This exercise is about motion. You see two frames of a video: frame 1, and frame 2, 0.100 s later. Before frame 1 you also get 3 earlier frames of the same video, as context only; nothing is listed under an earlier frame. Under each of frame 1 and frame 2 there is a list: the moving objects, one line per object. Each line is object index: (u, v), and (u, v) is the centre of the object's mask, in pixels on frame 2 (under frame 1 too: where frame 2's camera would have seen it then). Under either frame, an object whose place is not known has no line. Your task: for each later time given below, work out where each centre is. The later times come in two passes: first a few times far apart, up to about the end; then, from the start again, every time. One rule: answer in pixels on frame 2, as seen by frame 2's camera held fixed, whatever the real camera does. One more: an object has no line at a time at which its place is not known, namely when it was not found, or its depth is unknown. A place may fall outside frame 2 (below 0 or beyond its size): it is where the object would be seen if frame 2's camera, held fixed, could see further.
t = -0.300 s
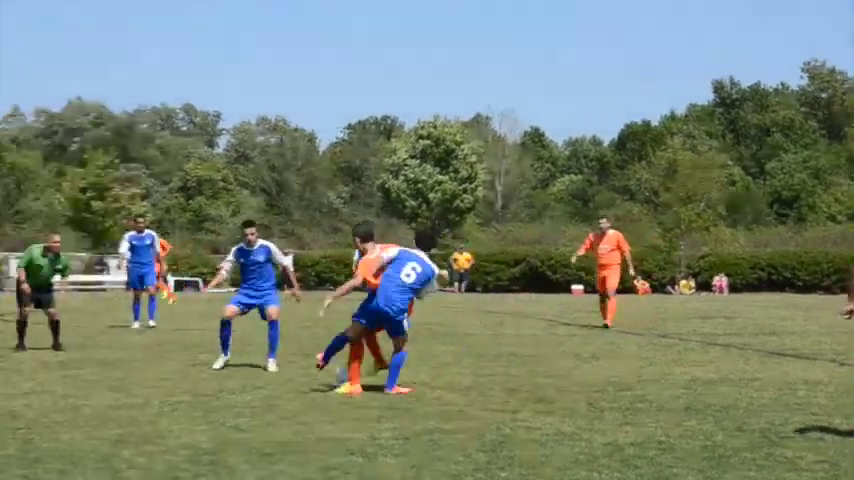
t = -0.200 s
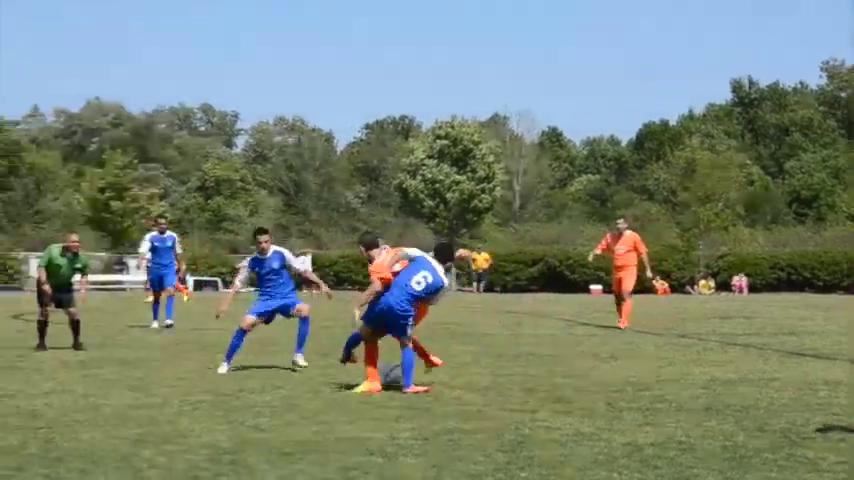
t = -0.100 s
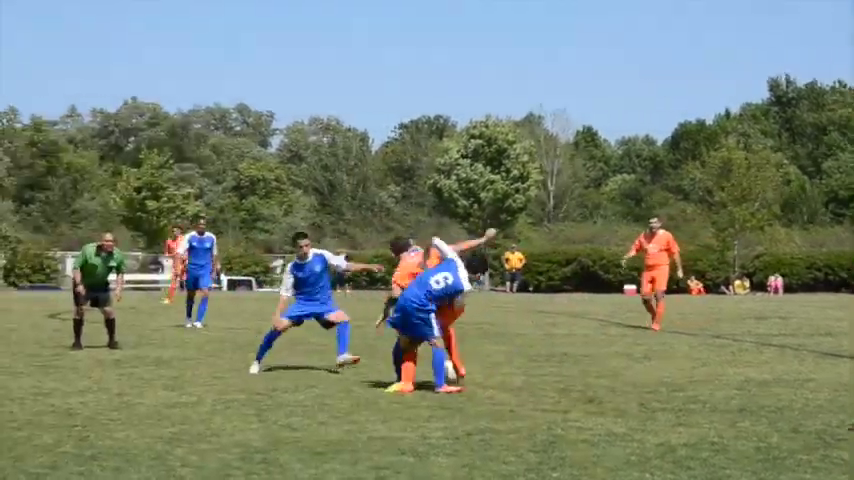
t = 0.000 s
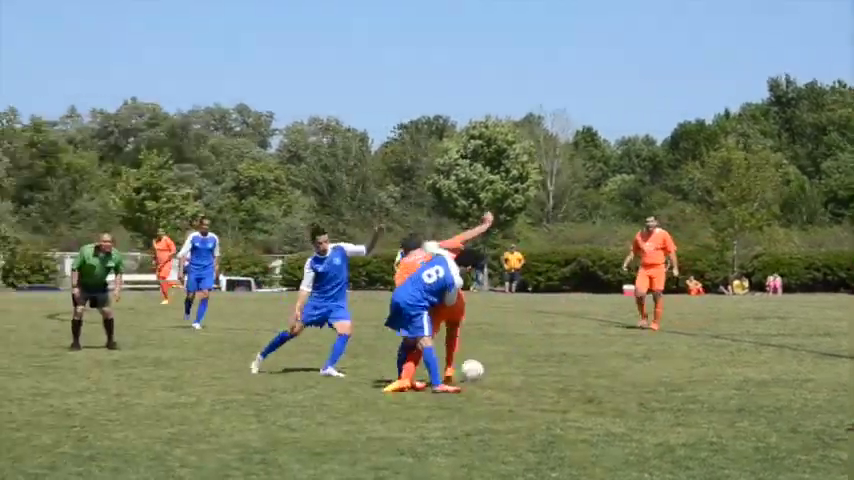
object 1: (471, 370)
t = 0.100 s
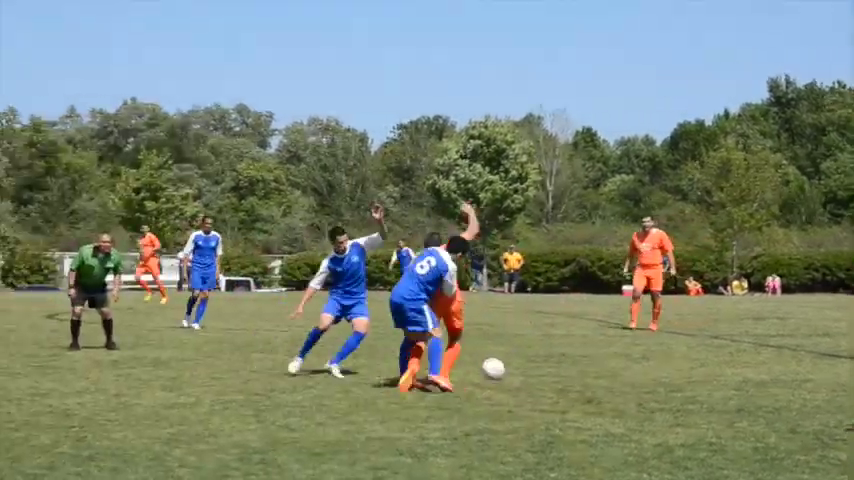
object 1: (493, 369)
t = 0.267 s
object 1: (528, 366)
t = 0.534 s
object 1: (579, 364)
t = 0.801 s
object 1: (625, 360)
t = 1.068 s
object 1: (668, 358)
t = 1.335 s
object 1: (708, 355)
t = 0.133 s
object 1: (500, 368)
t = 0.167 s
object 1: (507, 366)
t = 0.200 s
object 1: (514, 366)
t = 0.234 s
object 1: (520, 365)
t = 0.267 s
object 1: (528, 366)
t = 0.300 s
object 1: (534, 367)
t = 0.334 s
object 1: (542, 365)
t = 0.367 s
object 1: (547, 365)
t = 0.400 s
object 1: (554, 365)
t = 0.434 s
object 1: (560, 365)
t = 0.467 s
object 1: (566, 365)
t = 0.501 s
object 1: (572, 364)
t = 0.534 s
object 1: (579, 364)
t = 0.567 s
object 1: (585, 364)
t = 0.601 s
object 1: (591, 363)
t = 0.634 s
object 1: (597, 361)
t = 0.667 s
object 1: (603, 363)
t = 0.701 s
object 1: (608, 362)
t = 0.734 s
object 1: (614, 361)
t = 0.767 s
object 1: (619, 360)
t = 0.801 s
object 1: (625, 360)
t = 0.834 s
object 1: (630, 361)
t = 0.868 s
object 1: (636, 359)
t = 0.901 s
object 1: (642, 359)
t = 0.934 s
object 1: (647, 359)
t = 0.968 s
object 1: (652, 359)
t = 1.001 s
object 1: (658, 359)
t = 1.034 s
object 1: (663, 358)
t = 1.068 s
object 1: (668, 358)
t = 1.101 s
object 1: (674, 358)
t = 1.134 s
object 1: (679, 358)
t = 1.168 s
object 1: (683, 357)
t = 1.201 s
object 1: (687, 357)
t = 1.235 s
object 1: (693, 357)
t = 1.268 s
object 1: (698, 357)
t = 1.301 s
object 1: (702, 356)
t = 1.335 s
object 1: (708, 355)
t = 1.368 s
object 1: (712, 356)
